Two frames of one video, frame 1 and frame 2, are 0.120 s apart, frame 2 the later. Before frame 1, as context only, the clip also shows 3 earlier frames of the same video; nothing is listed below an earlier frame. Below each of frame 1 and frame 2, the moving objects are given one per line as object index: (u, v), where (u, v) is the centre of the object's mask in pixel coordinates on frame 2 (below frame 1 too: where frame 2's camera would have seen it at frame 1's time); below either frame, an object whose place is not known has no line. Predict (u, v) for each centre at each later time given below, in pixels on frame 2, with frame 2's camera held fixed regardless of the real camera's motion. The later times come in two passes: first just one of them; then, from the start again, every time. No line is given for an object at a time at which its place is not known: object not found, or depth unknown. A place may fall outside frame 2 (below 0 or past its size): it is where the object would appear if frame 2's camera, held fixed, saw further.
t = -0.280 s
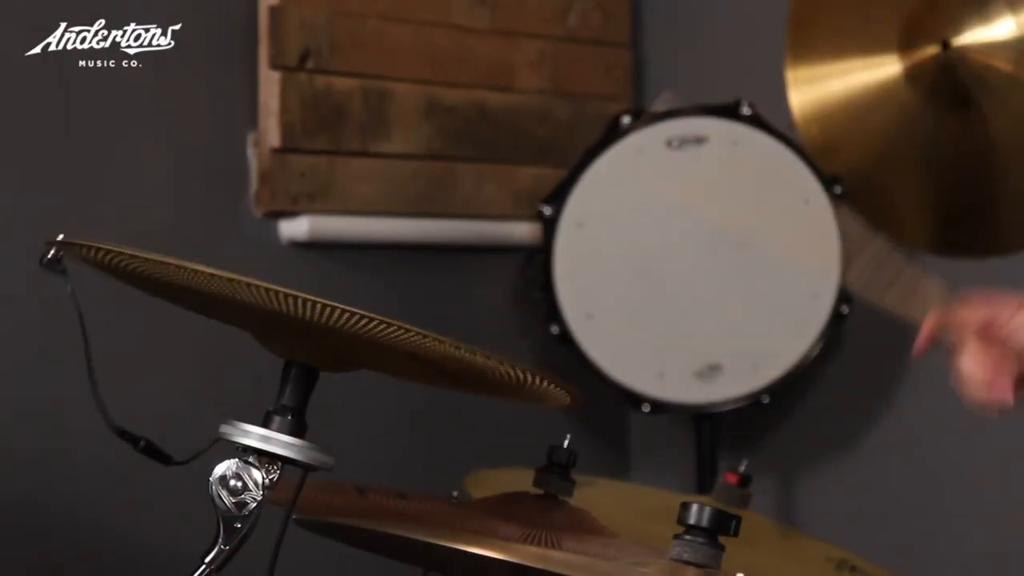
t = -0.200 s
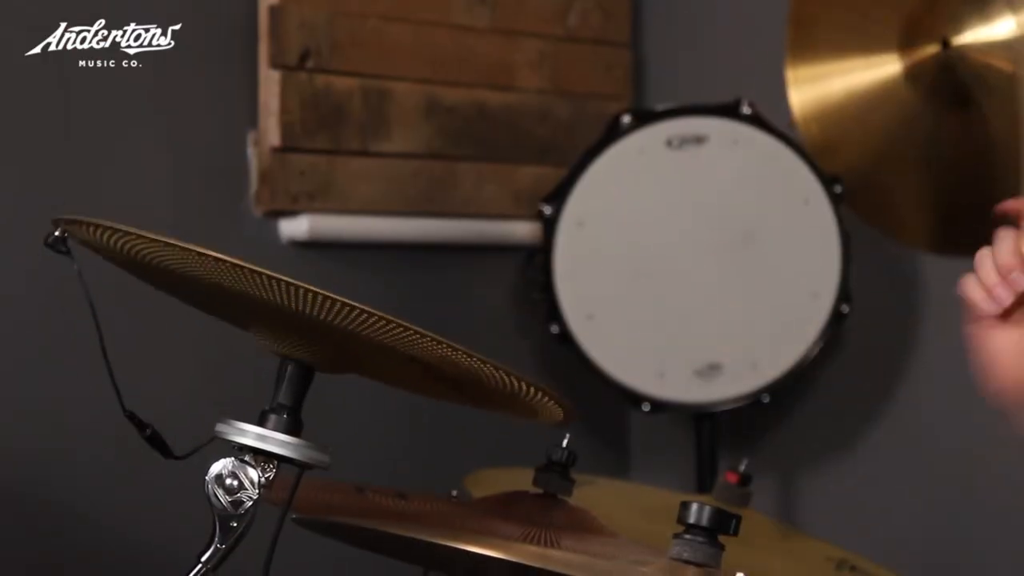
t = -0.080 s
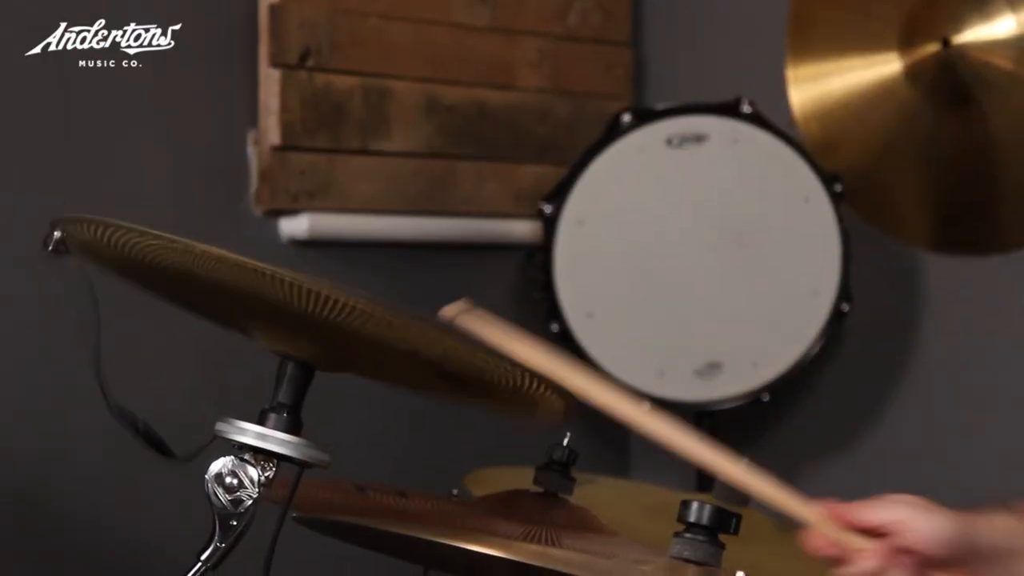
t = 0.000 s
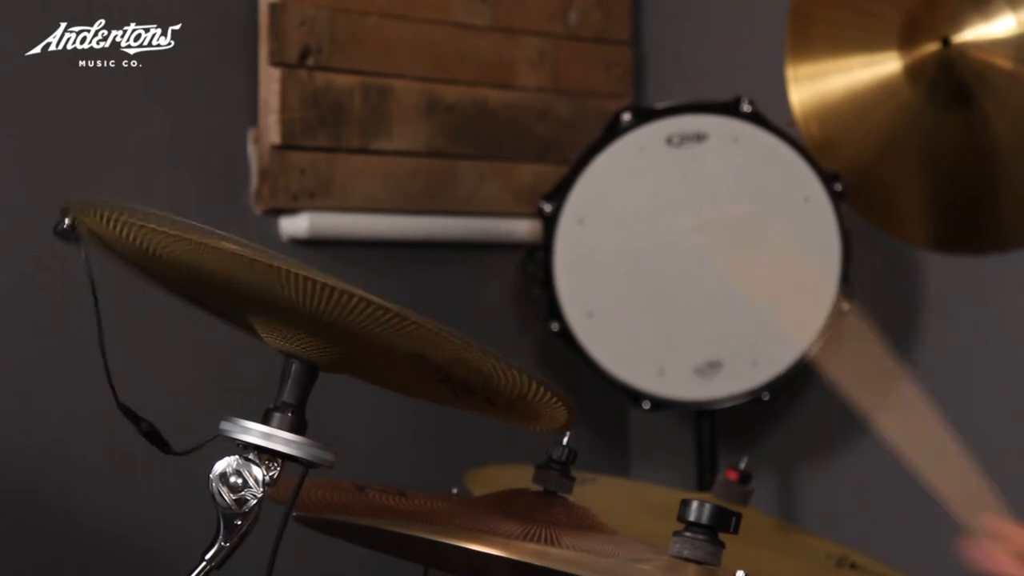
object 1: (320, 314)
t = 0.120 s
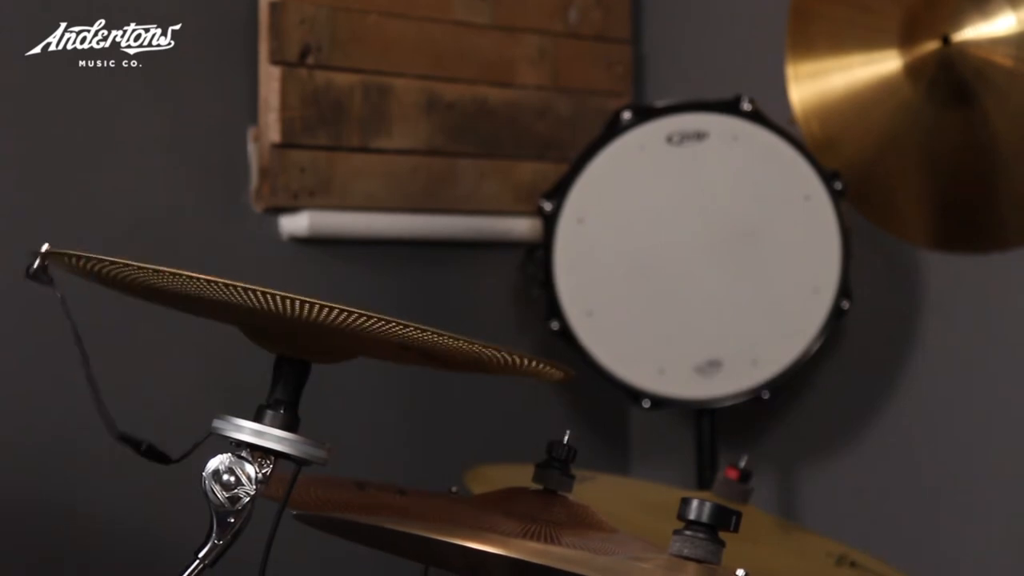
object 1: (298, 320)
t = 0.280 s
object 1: (310, 318)
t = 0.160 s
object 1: (307, 322)
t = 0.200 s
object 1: (307, 321)
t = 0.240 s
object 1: (316, 322)
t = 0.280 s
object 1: (310, 318)
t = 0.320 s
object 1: (316, 318)
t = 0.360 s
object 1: (314, 318)
